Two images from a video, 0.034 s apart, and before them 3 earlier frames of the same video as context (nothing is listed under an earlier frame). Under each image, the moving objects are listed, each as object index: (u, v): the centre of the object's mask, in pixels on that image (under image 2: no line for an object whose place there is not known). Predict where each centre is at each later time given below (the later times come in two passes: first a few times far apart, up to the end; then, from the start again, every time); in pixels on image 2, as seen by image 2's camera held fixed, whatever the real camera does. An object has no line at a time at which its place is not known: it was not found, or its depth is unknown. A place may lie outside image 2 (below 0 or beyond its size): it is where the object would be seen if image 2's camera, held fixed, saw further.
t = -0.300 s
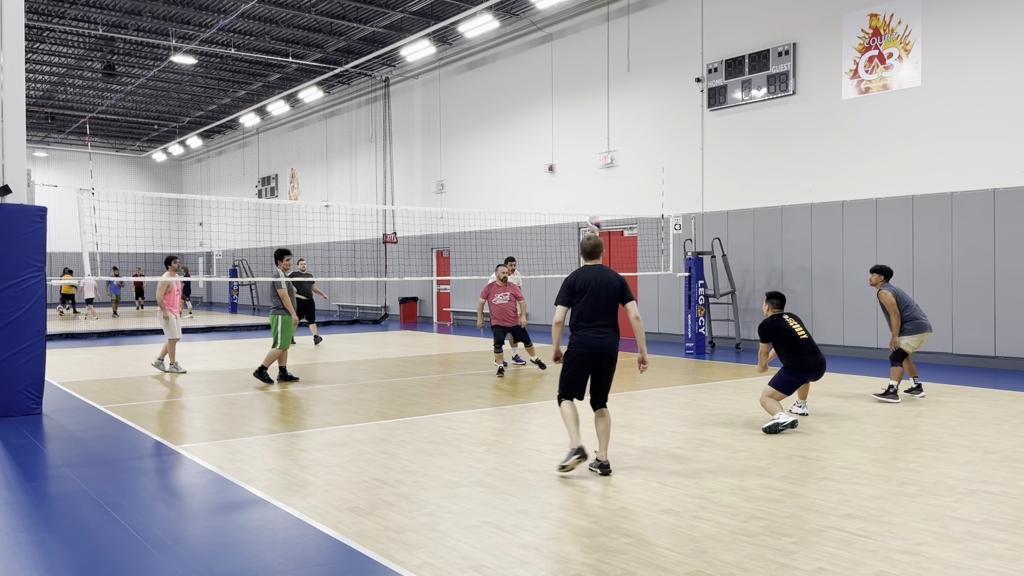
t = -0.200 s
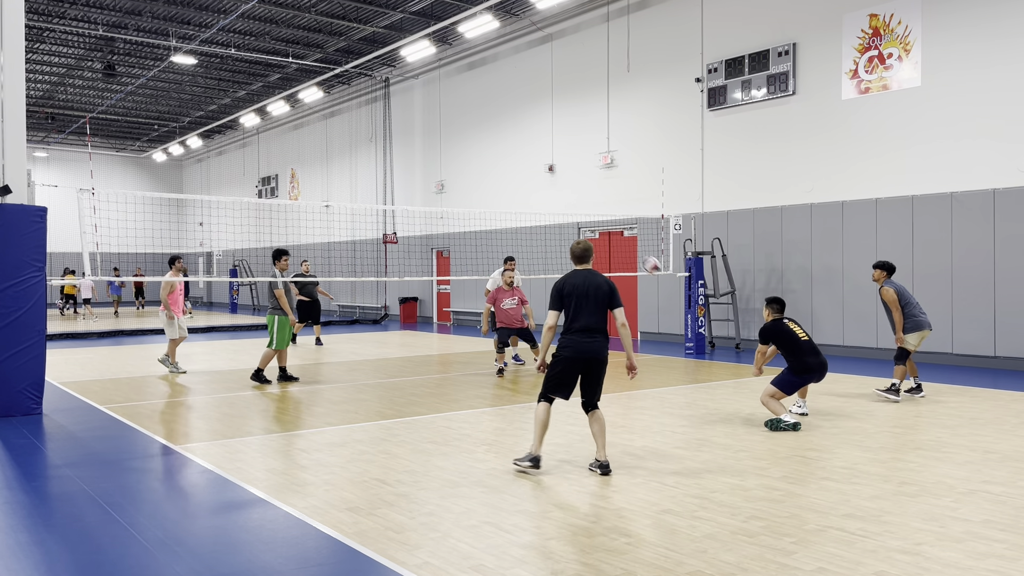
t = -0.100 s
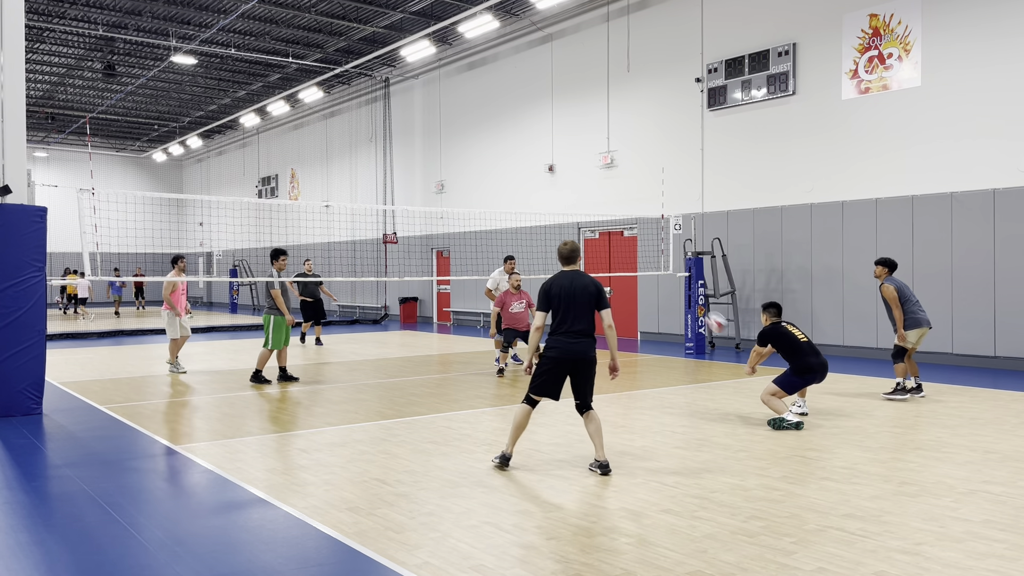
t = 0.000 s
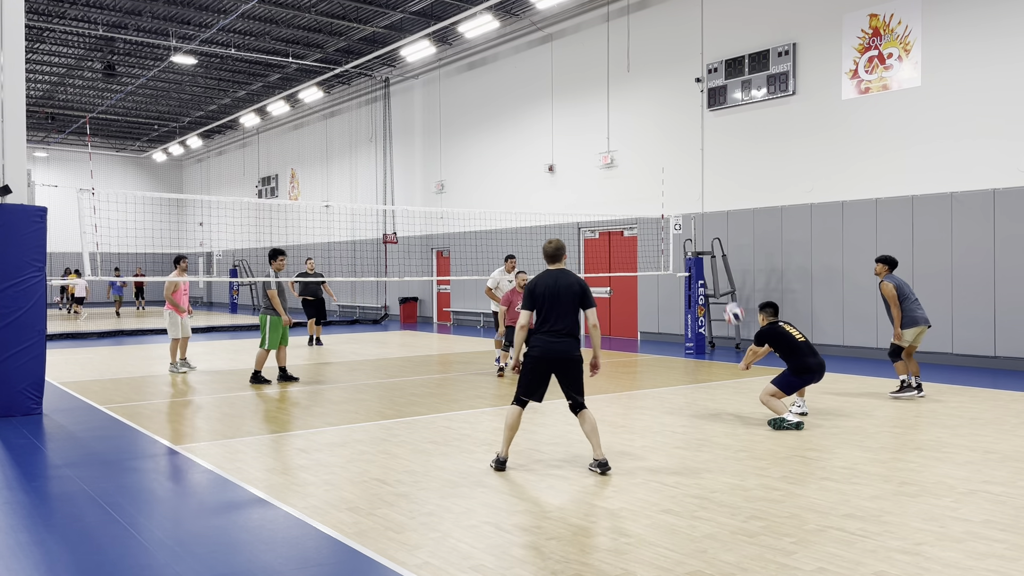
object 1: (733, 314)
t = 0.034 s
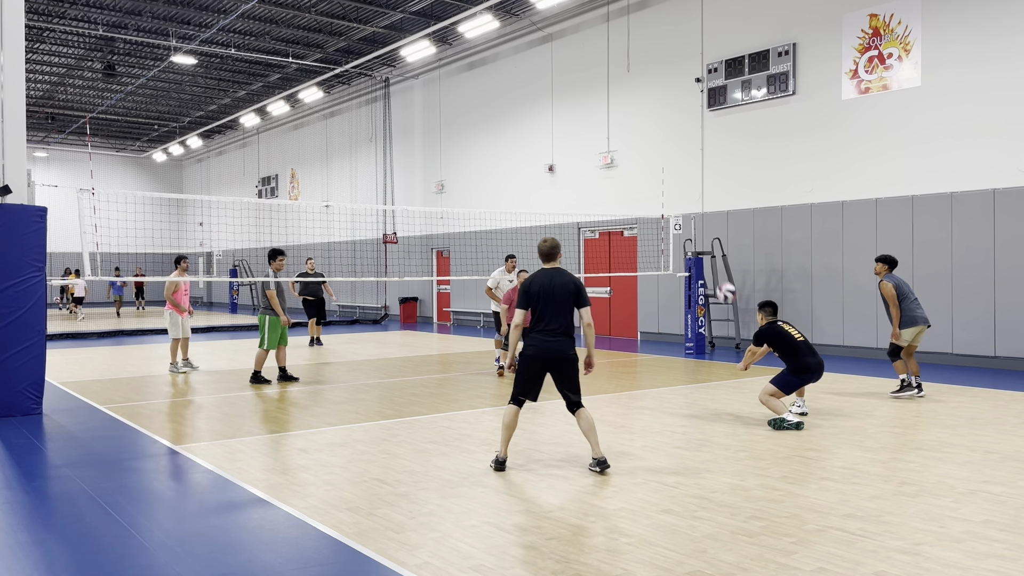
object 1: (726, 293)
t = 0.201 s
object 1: (693, 209)
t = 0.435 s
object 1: (654, 141)
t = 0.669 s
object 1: (620, 123)
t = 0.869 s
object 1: (595, 140)
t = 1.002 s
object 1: (579, 166)
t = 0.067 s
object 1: (719, 272)
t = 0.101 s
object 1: (712, 255)
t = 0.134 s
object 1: (706, 237)
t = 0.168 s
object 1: (700, 222)
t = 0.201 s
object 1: (693, 209)
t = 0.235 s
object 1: (687, 196)
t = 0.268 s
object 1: (681, 184)
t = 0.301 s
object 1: (675, 173)
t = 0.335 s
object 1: (670, 164)
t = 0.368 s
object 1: (664, 156)
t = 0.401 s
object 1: (659, 148)
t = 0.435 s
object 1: (654, 141)
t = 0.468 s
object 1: (649, 136)
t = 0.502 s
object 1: (643, 132)
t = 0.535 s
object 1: (639, 128)
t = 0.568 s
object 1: (634, 126)
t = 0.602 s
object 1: (629, 124)
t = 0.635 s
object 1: (624, 123)
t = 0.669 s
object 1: (620, 123)
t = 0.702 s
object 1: (616, 124)
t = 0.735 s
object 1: (611, 126)
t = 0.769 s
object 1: (607, 128)
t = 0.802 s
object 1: (603, 131)
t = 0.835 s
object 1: (598, 135)
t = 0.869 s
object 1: (595, 140)
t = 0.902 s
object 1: (590, 146)
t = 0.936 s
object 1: (587, 152)
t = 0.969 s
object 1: (583, 158)
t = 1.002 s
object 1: (579, 166)
